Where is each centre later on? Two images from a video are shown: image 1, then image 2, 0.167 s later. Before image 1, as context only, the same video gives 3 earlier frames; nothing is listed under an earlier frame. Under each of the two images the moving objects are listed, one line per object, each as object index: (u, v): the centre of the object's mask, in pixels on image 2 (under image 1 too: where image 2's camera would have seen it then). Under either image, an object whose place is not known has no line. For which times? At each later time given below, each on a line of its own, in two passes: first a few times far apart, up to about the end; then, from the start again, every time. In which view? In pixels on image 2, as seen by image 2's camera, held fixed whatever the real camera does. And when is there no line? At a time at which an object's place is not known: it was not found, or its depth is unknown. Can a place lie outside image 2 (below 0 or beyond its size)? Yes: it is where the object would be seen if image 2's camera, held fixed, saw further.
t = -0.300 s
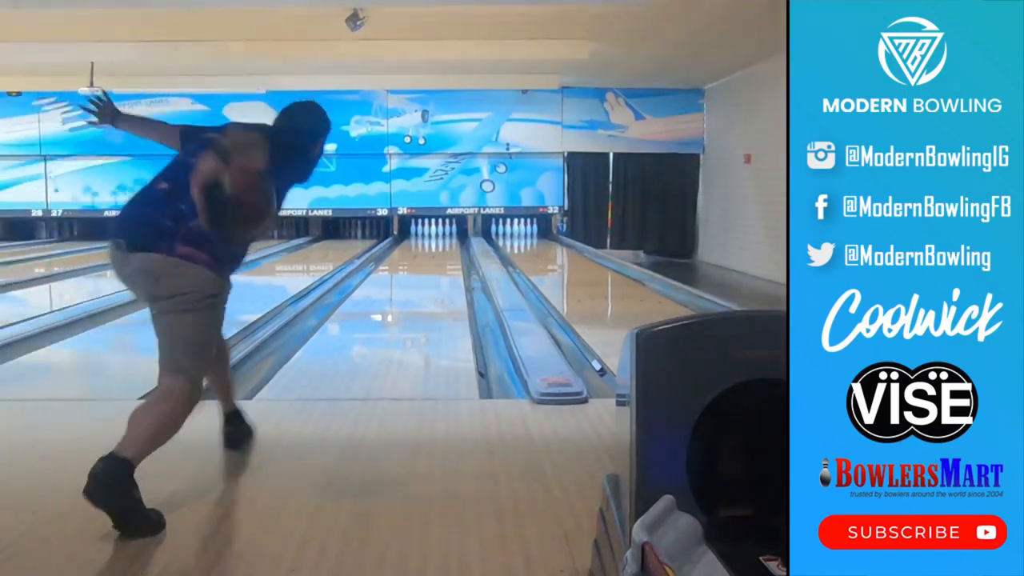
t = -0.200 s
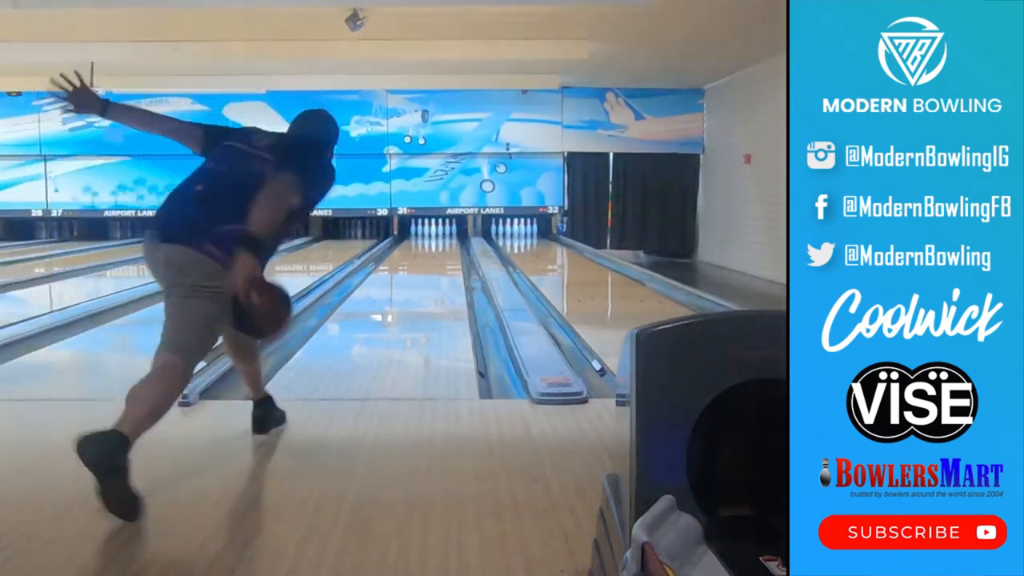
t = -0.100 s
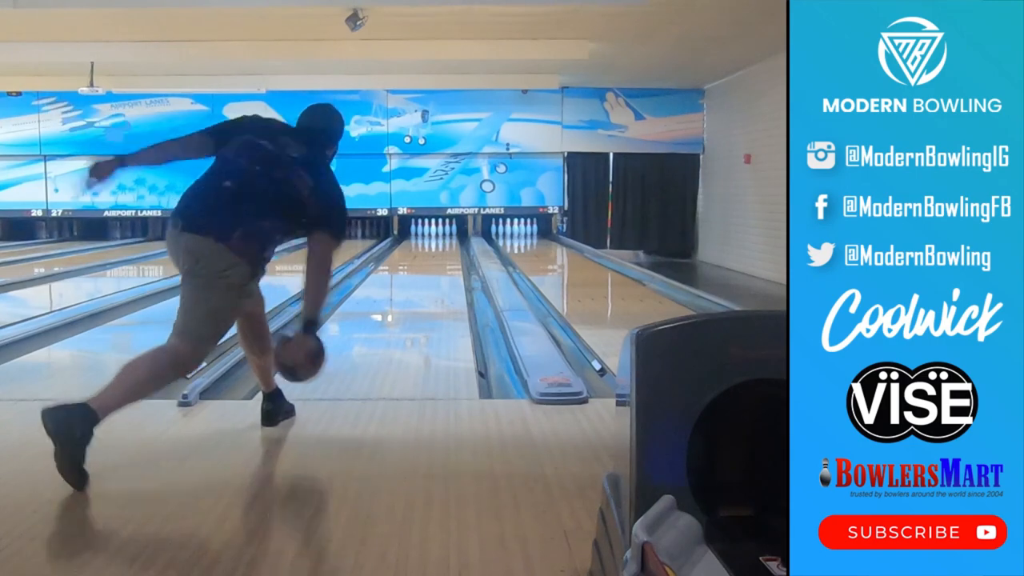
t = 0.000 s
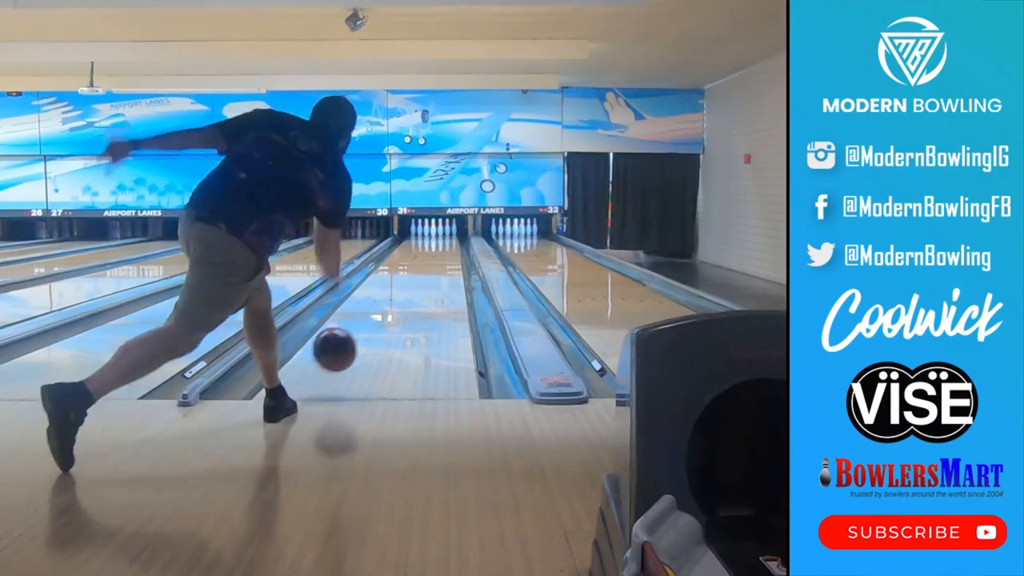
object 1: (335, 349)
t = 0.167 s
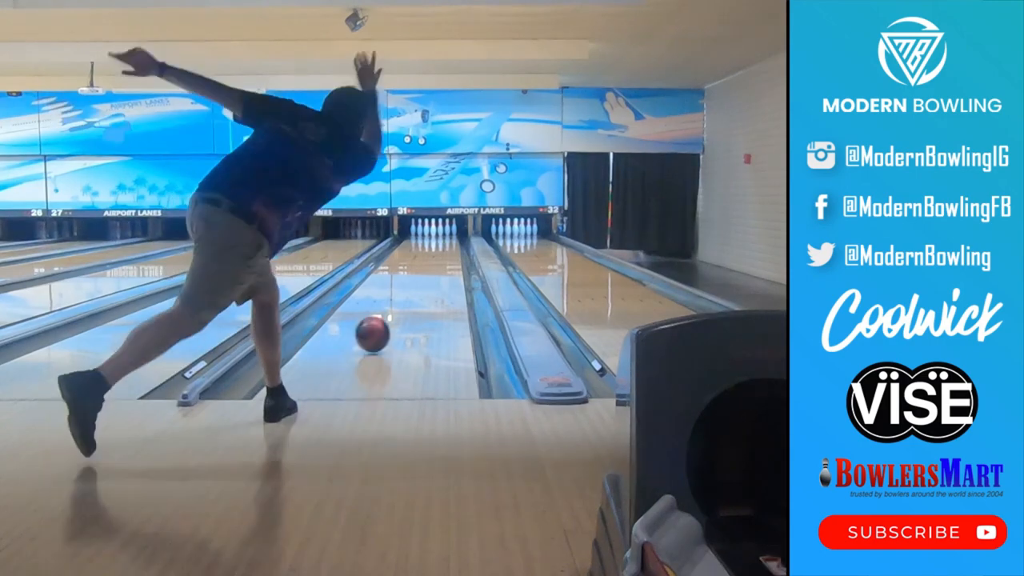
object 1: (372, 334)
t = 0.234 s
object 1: (384, 323)
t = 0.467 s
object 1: (411, 294)
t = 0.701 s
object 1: (427, 276)
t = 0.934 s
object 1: (438, 265)
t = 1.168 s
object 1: (445, 255)
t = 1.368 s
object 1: (449, 249)
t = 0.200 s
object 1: (378, 329)
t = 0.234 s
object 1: (384, 323)
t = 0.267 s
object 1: (389, 318)
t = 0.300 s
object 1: (393, 313)
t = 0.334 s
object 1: (397, 309)
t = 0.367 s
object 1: (401, 305)
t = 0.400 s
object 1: (404, 301)
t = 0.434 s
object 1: (407, 297)
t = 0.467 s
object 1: (411, 294)
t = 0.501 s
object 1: (414, 291)
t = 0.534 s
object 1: (416, 288)
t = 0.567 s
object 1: (419, 285)
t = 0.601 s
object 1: (421, 283)
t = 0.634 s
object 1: (423, 281)
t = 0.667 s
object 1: (425, 279)
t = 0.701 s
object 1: (427, 276)
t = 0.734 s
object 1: (429, 274)
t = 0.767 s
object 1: (431, 273)
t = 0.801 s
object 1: (432, 271)
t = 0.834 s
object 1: (433, 269)
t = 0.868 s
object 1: (435, 267)
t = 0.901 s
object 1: (437, 266)
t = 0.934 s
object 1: (438, 265)
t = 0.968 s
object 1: (439, 263)
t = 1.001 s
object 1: (440, 262)
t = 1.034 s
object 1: (441, 261)
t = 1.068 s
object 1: (442, 260)
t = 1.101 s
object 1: (443, 258)
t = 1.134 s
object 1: (444, 256)
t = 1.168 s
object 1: (445, 255)
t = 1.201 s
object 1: (445, 254)
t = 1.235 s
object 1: (446, 253)
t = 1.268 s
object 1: (447, 252)
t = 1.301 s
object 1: (448, 251)
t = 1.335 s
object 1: (448, 250)
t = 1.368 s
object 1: (449, 249)
